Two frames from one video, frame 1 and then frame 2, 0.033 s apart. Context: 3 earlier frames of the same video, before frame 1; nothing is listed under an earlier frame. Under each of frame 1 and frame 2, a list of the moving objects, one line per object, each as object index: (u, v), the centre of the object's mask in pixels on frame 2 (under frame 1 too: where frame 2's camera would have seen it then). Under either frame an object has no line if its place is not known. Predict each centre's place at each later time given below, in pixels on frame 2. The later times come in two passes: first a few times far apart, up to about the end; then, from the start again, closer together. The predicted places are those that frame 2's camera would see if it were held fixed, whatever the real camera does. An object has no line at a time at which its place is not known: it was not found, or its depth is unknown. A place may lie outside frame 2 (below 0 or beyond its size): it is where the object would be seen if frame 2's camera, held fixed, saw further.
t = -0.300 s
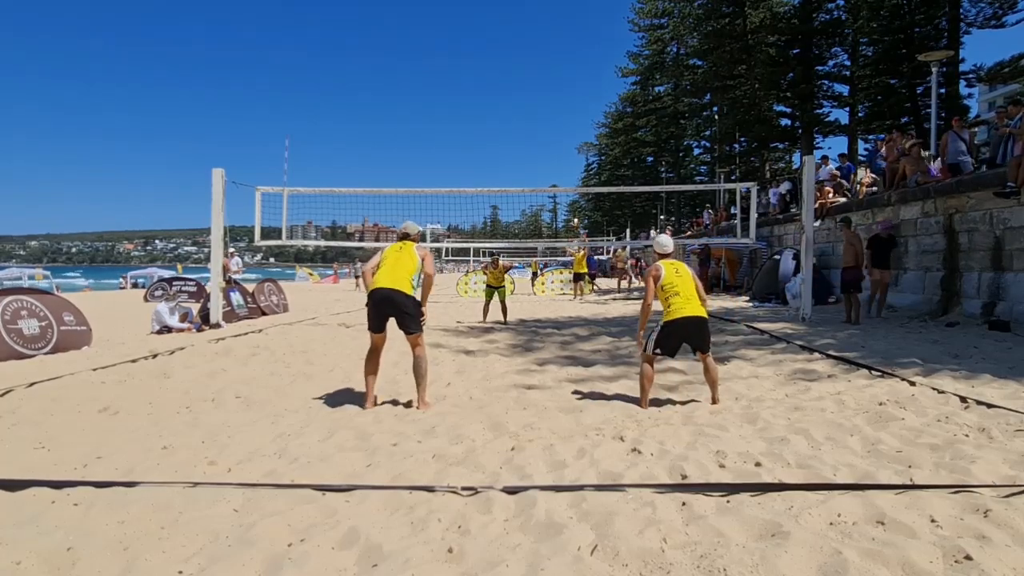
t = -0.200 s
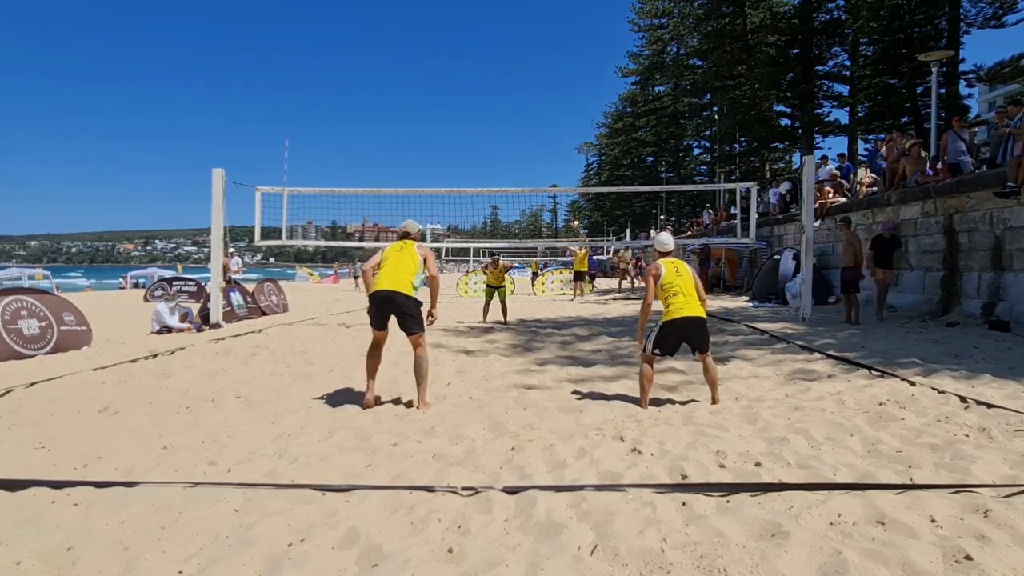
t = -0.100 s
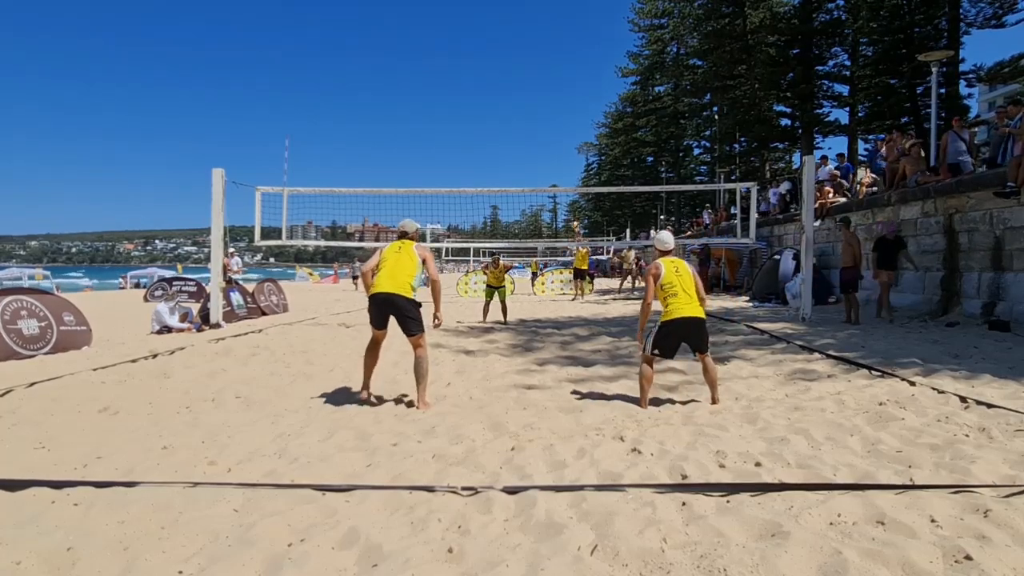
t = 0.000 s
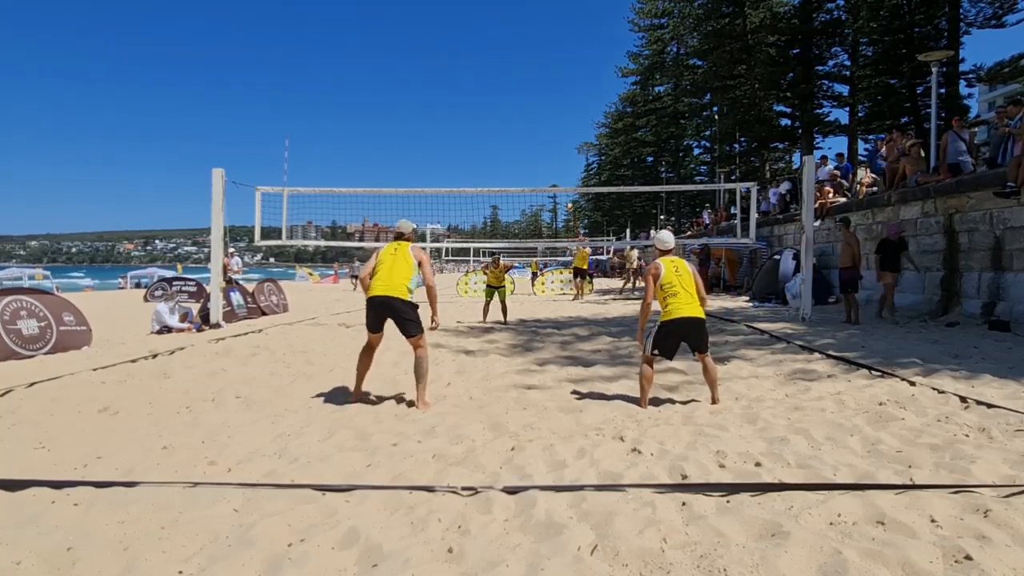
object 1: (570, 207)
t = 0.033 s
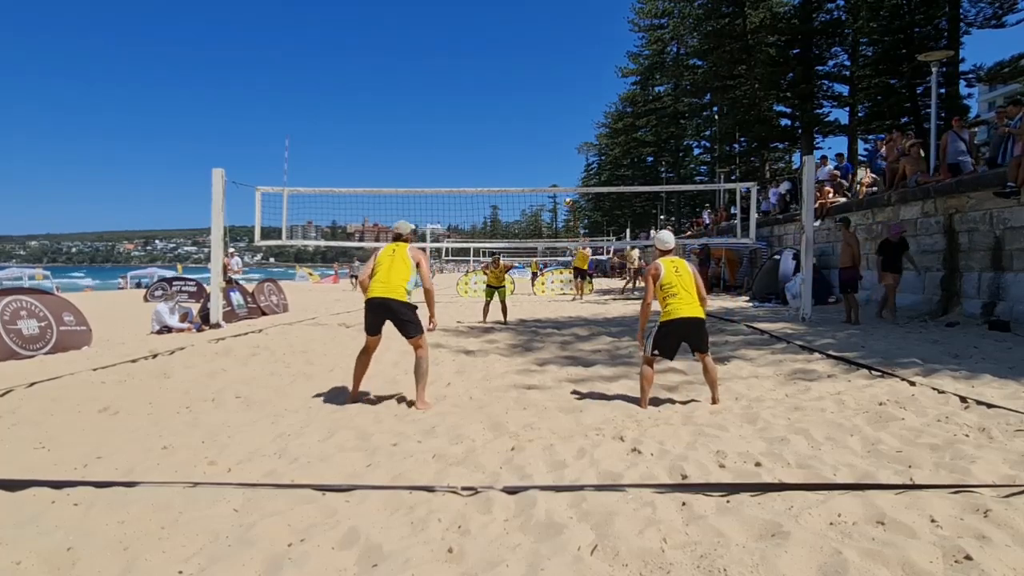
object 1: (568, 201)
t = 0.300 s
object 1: (550, 172)
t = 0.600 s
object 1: (527, 186)
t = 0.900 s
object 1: (517, 188)
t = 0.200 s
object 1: (557, 180)
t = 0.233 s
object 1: (555, 176)
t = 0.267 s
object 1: (552, 174)
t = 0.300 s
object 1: (550, 172)
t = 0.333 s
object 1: (548, 172)
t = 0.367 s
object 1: (545, 171)
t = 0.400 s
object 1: (543, 171)
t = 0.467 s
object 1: (538, 174)
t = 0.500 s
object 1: (535, 177)
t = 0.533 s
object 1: (532, 181)
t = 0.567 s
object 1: (529, 184)
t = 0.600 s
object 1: (527, 186)
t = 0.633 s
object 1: (526, 185)
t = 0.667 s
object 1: (524, 184)
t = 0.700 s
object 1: (522, 184)
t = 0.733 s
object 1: (521, 182)
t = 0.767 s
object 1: (521, 182)
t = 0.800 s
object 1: (519, 183)
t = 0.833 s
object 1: (518, 184)
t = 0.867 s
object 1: (517, 185)
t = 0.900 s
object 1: (517, 188)
